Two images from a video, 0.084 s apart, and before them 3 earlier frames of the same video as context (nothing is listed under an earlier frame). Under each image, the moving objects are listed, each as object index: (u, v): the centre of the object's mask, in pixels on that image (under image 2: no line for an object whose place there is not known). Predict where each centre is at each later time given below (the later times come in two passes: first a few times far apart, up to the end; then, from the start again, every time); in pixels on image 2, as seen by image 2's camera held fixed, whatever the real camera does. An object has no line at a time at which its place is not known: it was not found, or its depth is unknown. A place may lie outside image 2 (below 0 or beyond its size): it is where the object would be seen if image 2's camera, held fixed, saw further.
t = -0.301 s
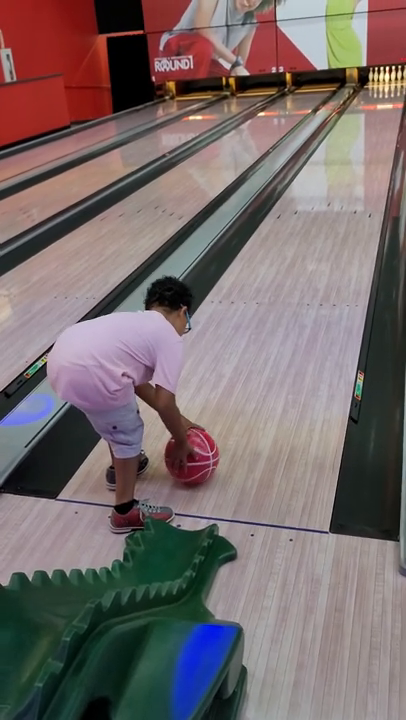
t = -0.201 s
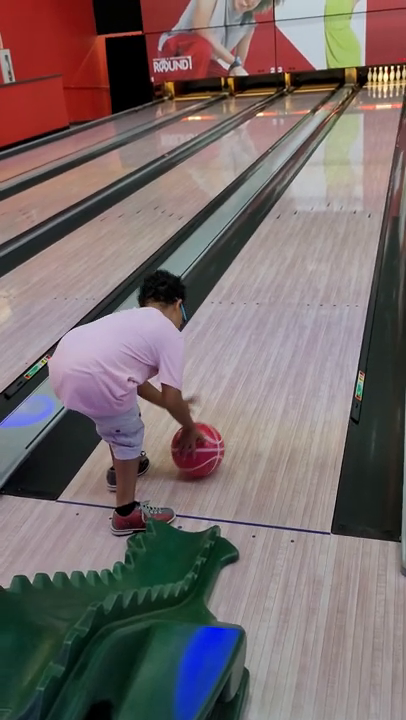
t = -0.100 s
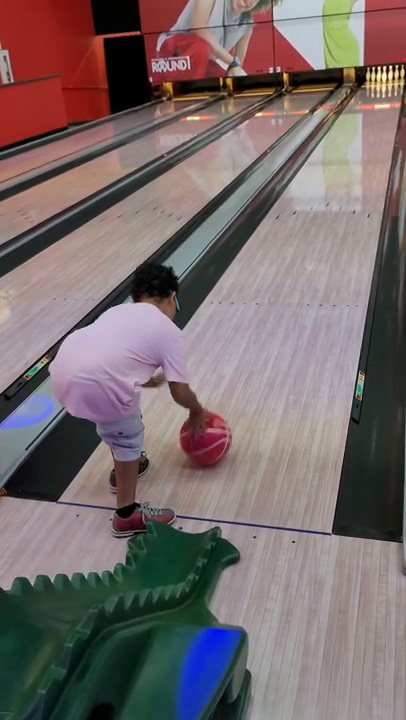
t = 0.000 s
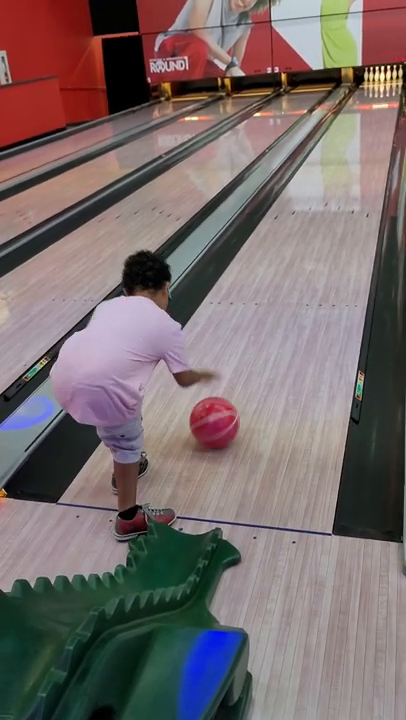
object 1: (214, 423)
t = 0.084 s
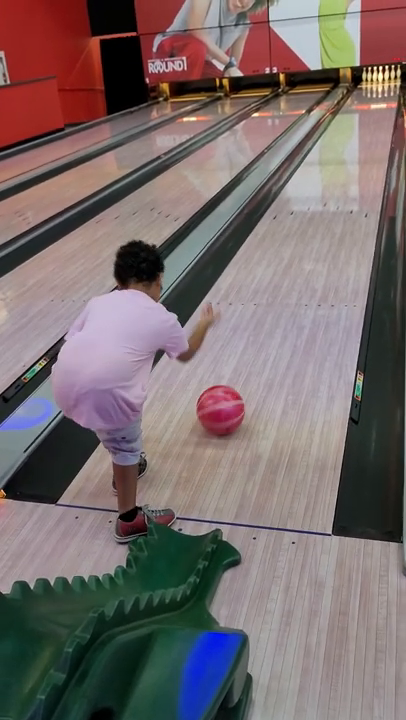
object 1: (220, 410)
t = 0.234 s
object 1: (231, 390)
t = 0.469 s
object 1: (245, 363)
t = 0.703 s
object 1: (258, 339)
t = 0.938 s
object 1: (268, 318)
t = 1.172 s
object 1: (279, 301)
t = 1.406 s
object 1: (288, 285)
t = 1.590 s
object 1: (295, 273)
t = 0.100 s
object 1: (222, 407)
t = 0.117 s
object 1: (223, 405)
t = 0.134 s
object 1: (224, 403)
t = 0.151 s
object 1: (225, 401)
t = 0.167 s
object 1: (226, 398)
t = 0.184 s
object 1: (227, 396)
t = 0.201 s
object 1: (229, 394)
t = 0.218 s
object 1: (230, 392)
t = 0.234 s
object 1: (231, 390)
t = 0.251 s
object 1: (232, 388)
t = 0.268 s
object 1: (233, 386)
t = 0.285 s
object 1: (234, 383)
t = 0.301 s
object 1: (235, 381)
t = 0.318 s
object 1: (236, 379)
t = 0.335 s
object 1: (237, 377)
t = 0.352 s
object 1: (238, 375)
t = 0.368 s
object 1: (239, 374)
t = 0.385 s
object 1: (240, 372)
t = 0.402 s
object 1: (241, 370)
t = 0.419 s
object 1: (242, 368)
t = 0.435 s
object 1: (243, 366)
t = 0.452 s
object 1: (244, 364)
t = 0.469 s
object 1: (245, 363)
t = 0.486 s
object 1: (246, 361)
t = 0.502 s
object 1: (247, 359)
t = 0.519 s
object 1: (248, 357)
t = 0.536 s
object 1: (249, 356)
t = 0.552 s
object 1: (250, 354)
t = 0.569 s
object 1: (250, 352)
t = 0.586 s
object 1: (252, 350)
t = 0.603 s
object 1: (252, 349)
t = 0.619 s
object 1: (253, 347)
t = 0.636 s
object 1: (254, 345)
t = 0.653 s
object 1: (255, 344)
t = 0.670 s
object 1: (256, 342)
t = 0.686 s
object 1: (257, 341)
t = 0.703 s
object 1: (258, 339)
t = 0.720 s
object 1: (258, 337)
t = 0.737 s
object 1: (259, 336)
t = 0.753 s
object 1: (260, 335)
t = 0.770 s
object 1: (261, 333)
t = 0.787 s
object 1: (262, 331)
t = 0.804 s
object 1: (262, 330)
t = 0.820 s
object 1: (263, 328)
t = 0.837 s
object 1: (264, 327)
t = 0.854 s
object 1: (265, 325)
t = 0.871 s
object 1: (266, 324)
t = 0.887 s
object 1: (266, 323)
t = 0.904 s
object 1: (267, 322)
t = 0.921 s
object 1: (268, 320)
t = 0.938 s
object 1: (268, 318)
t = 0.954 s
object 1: (269, 317)
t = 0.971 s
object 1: (270, 316)
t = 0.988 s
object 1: (271, 314)
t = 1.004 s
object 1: (271, 313)
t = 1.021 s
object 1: (273, 312)
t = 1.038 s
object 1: (273, 311)
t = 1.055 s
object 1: (274, 309)
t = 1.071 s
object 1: (275, 308)
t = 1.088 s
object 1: (275, 307)
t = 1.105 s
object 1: (276, 306)
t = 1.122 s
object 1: (277, 304)
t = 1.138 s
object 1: (277, 303)
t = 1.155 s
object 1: (278, 302)
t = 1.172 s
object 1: (279, 301)
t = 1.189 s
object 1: (279, 300)
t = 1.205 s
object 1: (280, 298)
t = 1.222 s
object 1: (281, 297)
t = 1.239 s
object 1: (282, 296)
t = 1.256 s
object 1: (282, 295)
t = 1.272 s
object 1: (283, 294)
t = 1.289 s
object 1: (284, 292)
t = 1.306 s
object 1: (284, 291)
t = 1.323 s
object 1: (285, 290)
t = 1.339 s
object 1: (286, 289)
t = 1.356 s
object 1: (286, 288)
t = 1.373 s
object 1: (287, 287)
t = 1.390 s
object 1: (288, 286)
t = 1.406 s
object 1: (288, 285)
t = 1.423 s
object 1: (289, 284)
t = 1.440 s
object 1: (289, 283)
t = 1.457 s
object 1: (290, 282)
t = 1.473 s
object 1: (291, 280)
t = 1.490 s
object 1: (292, 279)
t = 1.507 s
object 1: (292, 278)
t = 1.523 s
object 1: (293, 277)
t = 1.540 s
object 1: (293, 276)
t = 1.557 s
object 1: (294, 275)
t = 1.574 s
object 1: (294, 274)
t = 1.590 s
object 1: (295, 273)
